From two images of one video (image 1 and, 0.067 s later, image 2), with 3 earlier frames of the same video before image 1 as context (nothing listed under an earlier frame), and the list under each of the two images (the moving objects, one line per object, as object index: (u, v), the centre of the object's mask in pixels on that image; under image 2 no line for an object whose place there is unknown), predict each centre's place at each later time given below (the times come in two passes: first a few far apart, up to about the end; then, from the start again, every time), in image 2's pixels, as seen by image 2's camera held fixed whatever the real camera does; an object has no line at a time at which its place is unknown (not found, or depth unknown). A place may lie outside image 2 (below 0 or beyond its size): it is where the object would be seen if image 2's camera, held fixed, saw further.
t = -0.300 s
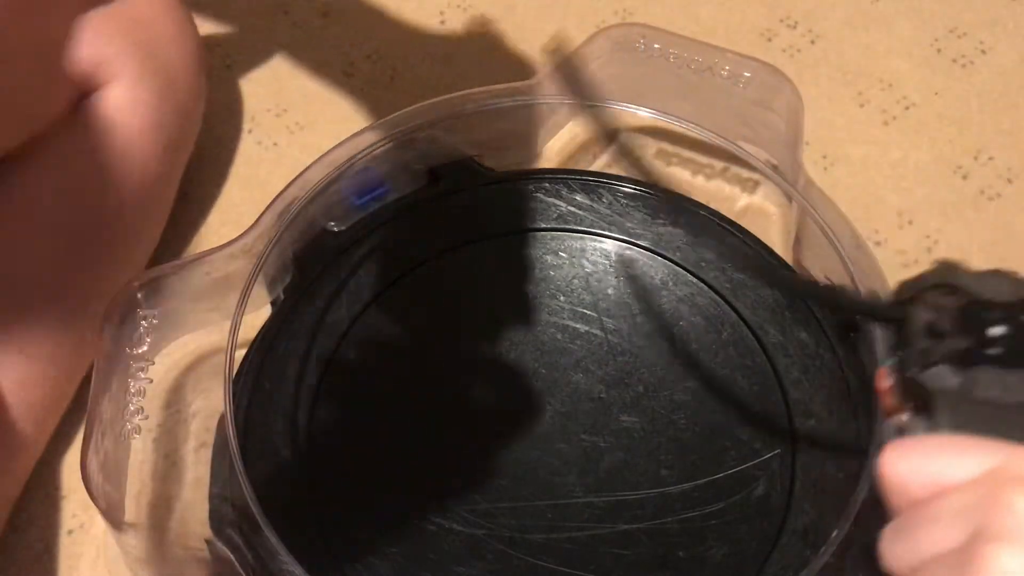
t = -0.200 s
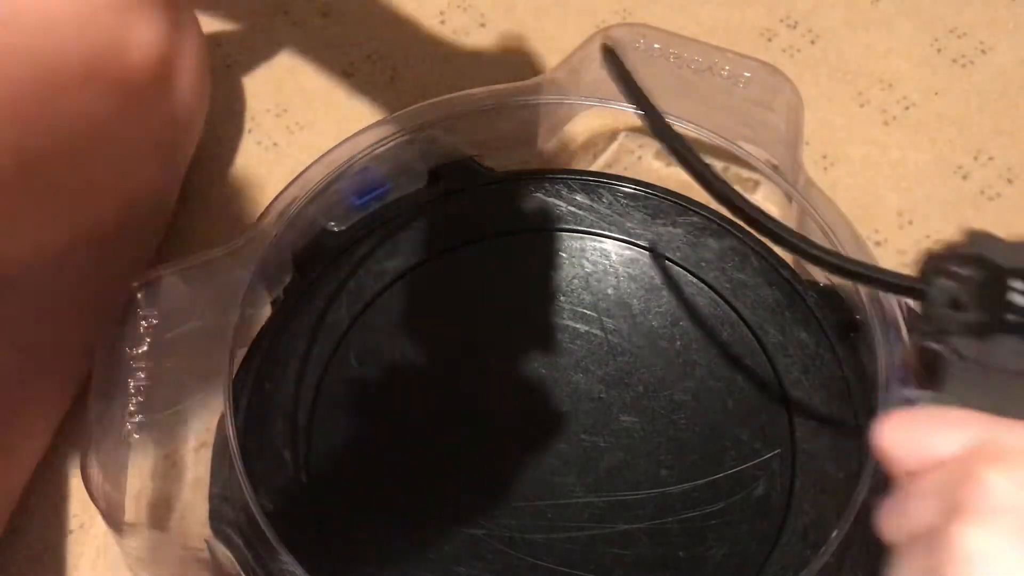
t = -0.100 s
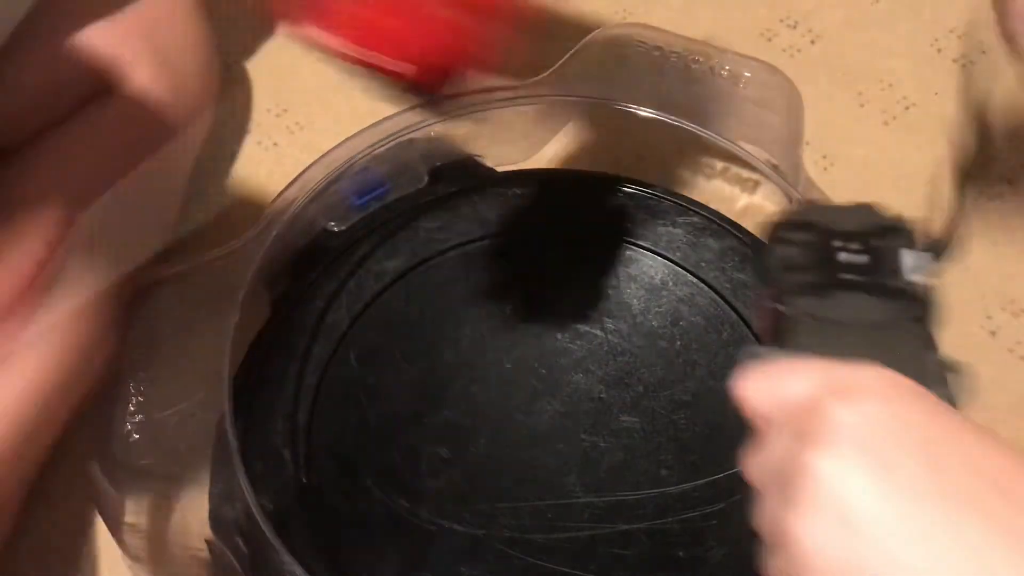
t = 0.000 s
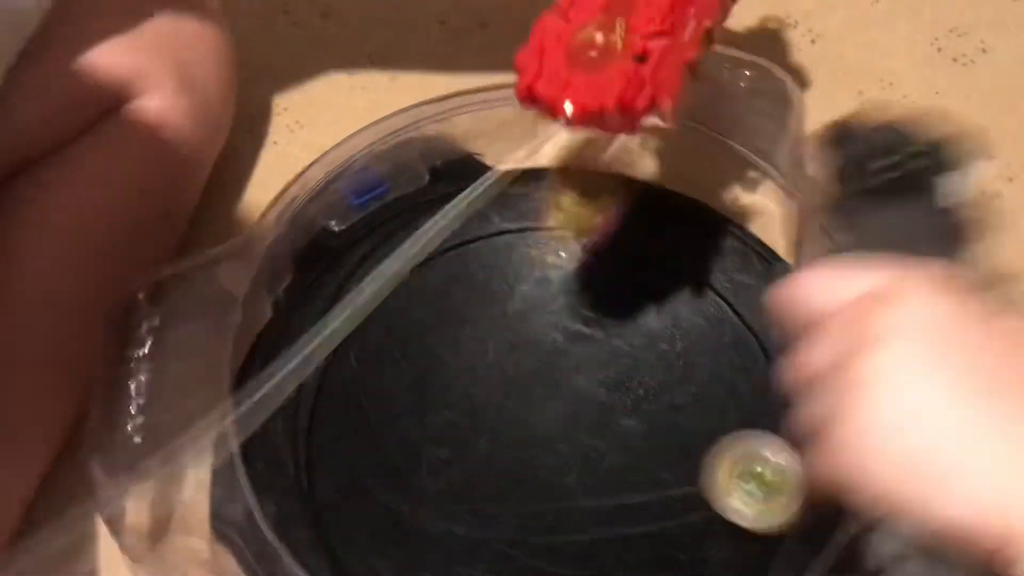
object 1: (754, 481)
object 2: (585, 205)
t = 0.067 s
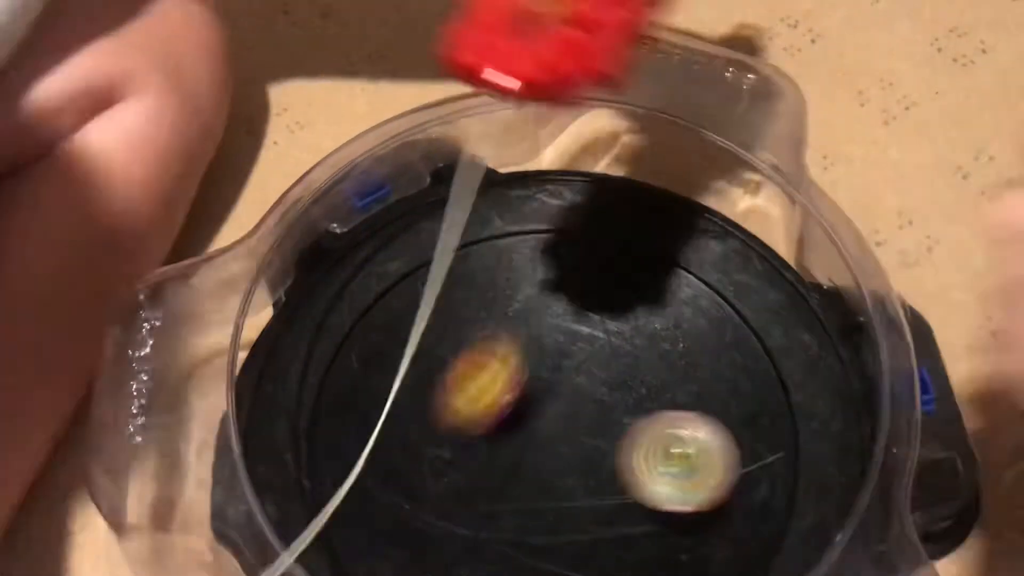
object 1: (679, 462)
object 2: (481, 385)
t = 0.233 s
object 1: (478, 451)
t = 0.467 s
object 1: (362, 407)
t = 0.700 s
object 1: (437, 456)
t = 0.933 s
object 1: (521, 481)
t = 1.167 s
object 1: (536, 469)
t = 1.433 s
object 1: (536, 438)
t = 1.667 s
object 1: (529, 423)
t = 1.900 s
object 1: (528, 413)
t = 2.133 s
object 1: (536, 410)
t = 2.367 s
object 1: (544, 403)
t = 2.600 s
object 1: (546, 406)
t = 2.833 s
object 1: (549, 409)
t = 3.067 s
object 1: (554, 415)
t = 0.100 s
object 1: (633, 466)
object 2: (436, 437)
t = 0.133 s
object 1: (590, 478)
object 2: (386, 503)
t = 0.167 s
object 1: (548, 474)
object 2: (348, 549)
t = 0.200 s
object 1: (512, 458)
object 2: (342, 560)
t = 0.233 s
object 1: (478, 451)
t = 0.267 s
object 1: (444, 441)
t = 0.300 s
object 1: (416, 430)
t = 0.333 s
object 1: (395, 420)
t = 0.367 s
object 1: (379, 412)
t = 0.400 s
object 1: (368, 406)
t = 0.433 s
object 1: (363, 405)
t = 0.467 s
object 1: (362, 407)
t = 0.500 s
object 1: (366, 412)
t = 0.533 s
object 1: (372, 420)
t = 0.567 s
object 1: (382, 428)
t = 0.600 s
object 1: (393, 437)
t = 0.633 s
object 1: (407, 444)
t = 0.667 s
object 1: (421, 451)
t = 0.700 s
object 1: (437, 456)
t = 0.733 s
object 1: (452, 460)
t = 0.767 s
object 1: (468, 463)
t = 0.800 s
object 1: (482, 465)
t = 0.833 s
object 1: (496, 466)
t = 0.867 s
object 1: (507, 469)
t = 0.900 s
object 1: (515, 476)
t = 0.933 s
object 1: (521, 481)
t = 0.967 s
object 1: (526, 483)
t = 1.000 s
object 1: (530, 483)
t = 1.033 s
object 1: (533, 481)
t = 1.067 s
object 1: (534, 479)
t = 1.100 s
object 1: (535, 476)
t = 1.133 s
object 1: (536, 472)
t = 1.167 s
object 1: (536, 469)
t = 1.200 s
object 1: (536, 465)
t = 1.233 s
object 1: (536, 460)
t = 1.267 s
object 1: (537, 456)
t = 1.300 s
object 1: (537, 452)
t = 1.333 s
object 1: (537, 449)
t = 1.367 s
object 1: (537, 445)
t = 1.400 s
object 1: (536, 442)
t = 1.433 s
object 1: (536, 438)
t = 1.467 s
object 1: (534, 435)
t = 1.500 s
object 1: (533, 431)
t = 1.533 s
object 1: (533, 429)
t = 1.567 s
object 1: (532, 427)
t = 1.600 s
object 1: (531, 426)
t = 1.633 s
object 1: (530, 424)
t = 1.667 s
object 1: (529, 423)
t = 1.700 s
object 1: (528, 421)
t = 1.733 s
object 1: (527, 420)
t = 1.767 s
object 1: (527, 418)
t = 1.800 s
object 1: (527, 416)
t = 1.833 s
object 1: (527, 415)
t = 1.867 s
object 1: (527, 414)
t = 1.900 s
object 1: (528, 413)
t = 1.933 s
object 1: (530, 412)
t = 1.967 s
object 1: (531, 412)
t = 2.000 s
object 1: (533, 412)
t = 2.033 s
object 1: (534, 412)
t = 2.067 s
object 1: (535, 412)
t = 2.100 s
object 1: (535, 412)
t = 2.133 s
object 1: (536, 410)
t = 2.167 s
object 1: (537, 408)
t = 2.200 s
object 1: (539, 407)
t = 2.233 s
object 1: (541, 405)
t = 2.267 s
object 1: (542, 404)
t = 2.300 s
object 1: (543, 404)
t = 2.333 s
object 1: (544, 403)
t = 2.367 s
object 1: (544, 403)
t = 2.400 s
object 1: (545, 405)
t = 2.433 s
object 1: (546, 405)
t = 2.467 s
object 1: (546, 405)
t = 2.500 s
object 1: (547, 405)
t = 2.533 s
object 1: (546, 404)
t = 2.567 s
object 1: (546, 405)
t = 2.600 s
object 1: (546, 406)
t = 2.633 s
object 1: (545, 406)
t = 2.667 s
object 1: (546, 407)
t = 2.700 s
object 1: (546, 406)
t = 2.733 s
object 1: (546, 406)
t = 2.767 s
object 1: (546, 406)
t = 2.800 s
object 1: (547, 408)
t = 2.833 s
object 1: (549, 409)
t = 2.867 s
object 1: (549, 410)
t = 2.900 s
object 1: (549, 410)
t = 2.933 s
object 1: (550, 411)
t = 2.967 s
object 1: (551, 412)
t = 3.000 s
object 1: (552, 413)
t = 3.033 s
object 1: (553, 414)
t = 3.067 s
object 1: (554, 415)
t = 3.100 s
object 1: (555, 417)
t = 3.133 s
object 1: (556, 418)
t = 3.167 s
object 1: (556, 420)
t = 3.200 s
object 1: (557, 421)
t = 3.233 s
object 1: (557, 421)
